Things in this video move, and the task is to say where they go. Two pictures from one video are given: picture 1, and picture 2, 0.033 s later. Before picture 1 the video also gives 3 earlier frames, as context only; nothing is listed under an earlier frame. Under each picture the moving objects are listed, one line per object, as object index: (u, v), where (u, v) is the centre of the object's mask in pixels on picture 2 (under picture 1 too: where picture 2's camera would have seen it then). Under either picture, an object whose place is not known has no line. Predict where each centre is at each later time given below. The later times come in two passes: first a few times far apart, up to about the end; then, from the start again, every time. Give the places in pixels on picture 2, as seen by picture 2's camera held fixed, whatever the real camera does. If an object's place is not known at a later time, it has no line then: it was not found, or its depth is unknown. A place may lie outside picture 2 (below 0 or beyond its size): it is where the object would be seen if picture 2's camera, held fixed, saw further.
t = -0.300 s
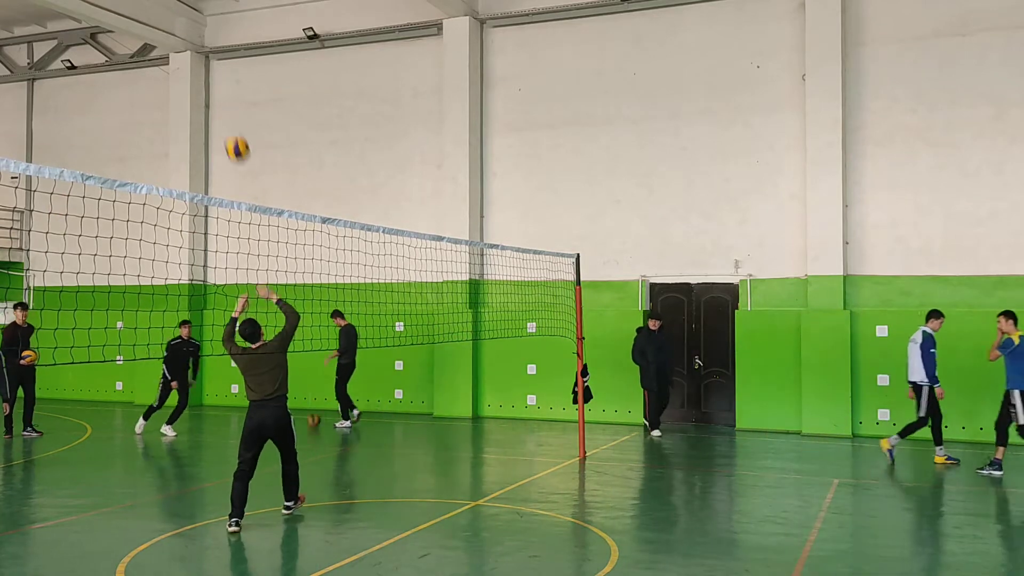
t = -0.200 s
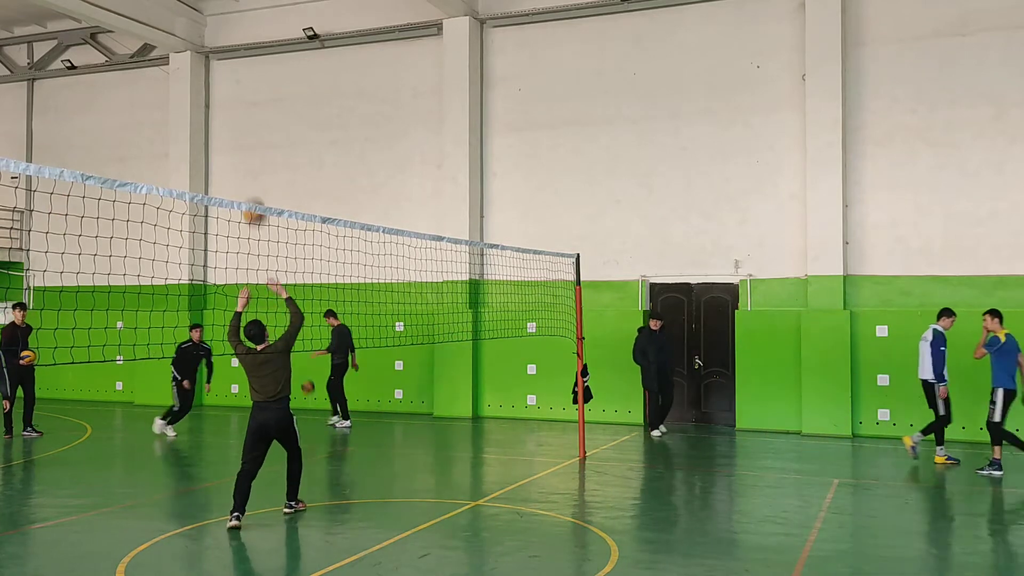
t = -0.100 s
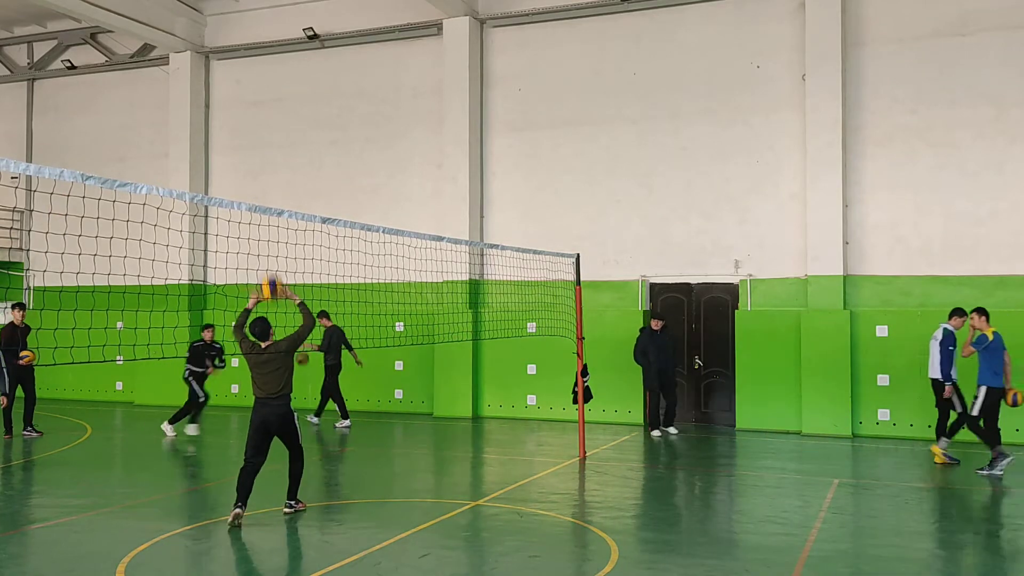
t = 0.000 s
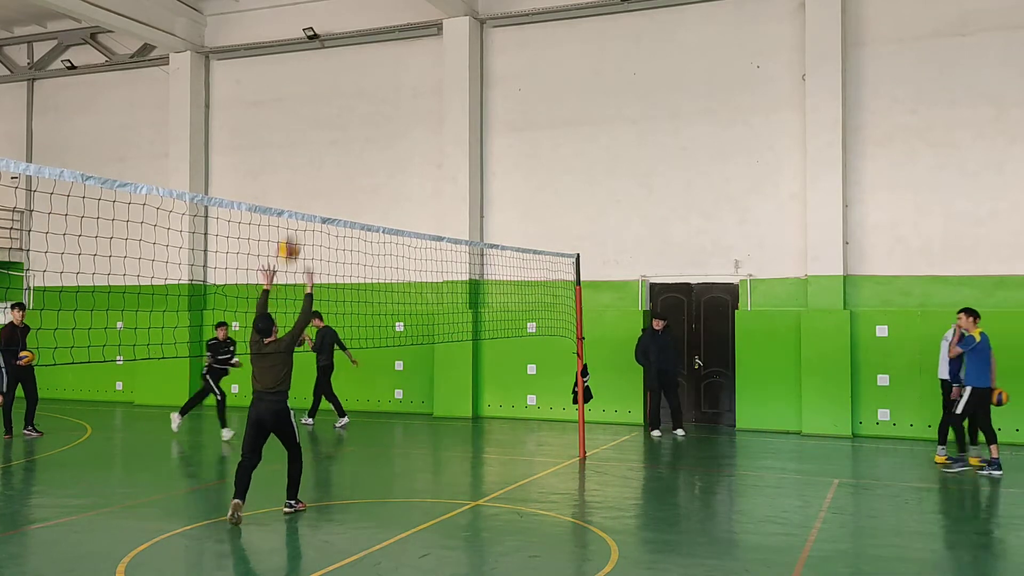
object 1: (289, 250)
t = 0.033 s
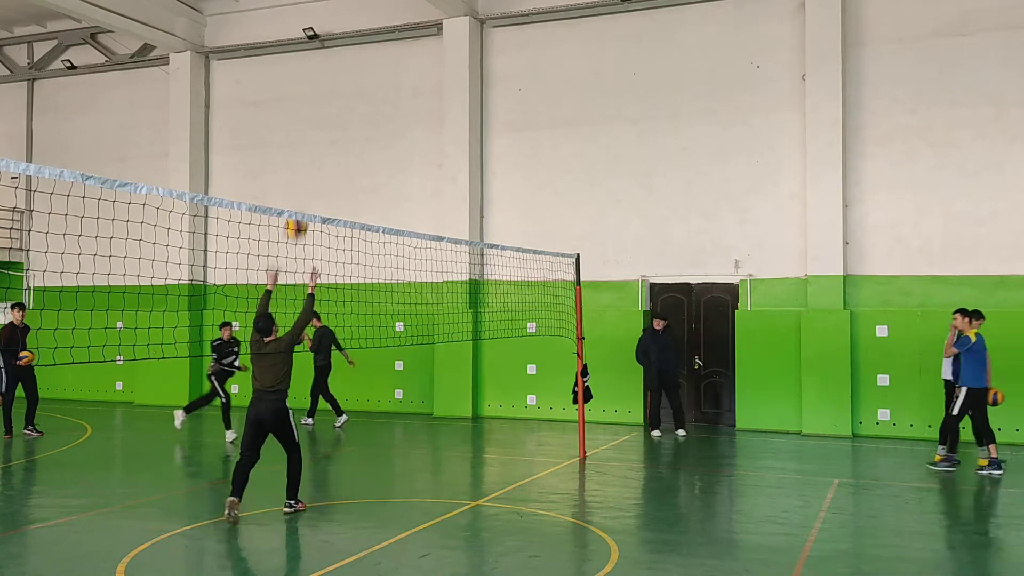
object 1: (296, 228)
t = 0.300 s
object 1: (354, 96)
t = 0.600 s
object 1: (410, 53)
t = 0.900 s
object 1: (459, 93)
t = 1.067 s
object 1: (483, 147)
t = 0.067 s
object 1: (304, 202)
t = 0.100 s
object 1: (311, 184)
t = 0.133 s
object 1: (319, 166)
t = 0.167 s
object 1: (326, 149)
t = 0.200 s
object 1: (333, 133)
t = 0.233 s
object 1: (340, 120)
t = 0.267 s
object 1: (347, 107)
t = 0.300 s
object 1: (354, 96)
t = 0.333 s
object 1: (361, 87)
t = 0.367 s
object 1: (367, 79)
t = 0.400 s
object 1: (374, 71)
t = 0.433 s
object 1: (380, 65)
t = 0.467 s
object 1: (386, 61)
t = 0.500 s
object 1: (392, 57)
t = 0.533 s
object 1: (398, 54)
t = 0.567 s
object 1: (404, 53)
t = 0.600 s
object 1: (410, 53)
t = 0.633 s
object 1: (416, 53)
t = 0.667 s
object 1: (422, 55)
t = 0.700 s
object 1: (427, 58)
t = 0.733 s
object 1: (433, 61)
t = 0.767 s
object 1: (438, 66)
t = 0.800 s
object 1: (443, 71)
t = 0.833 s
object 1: (448, 78)
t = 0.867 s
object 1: (454, 85)
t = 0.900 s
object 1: (459, 93)
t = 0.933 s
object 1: (464, 103)
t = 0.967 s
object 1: (468, 112)
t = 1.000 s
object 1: (473, 123)
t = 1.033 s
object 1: (478, 135)
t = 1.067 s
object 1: (483, 147)
